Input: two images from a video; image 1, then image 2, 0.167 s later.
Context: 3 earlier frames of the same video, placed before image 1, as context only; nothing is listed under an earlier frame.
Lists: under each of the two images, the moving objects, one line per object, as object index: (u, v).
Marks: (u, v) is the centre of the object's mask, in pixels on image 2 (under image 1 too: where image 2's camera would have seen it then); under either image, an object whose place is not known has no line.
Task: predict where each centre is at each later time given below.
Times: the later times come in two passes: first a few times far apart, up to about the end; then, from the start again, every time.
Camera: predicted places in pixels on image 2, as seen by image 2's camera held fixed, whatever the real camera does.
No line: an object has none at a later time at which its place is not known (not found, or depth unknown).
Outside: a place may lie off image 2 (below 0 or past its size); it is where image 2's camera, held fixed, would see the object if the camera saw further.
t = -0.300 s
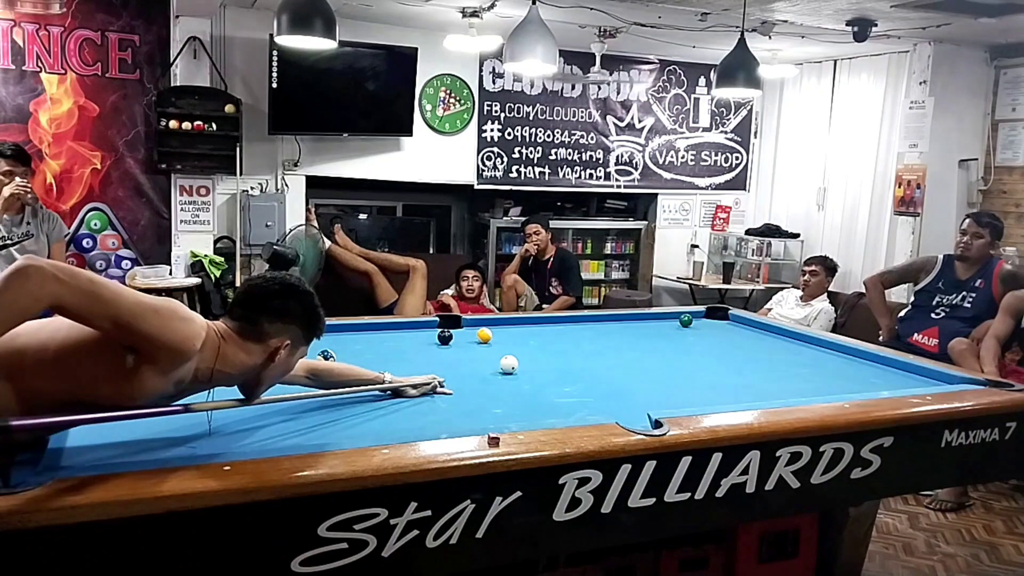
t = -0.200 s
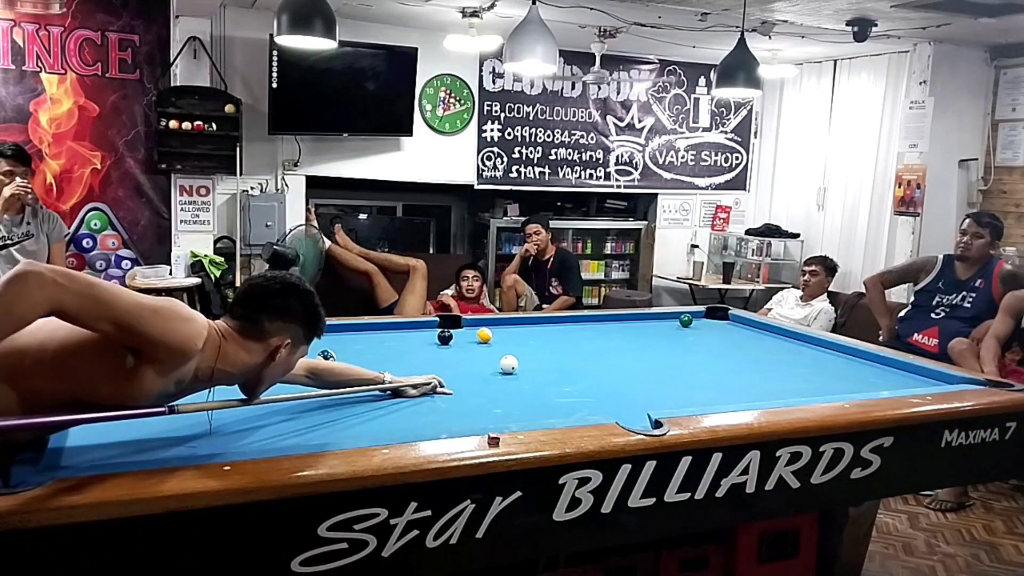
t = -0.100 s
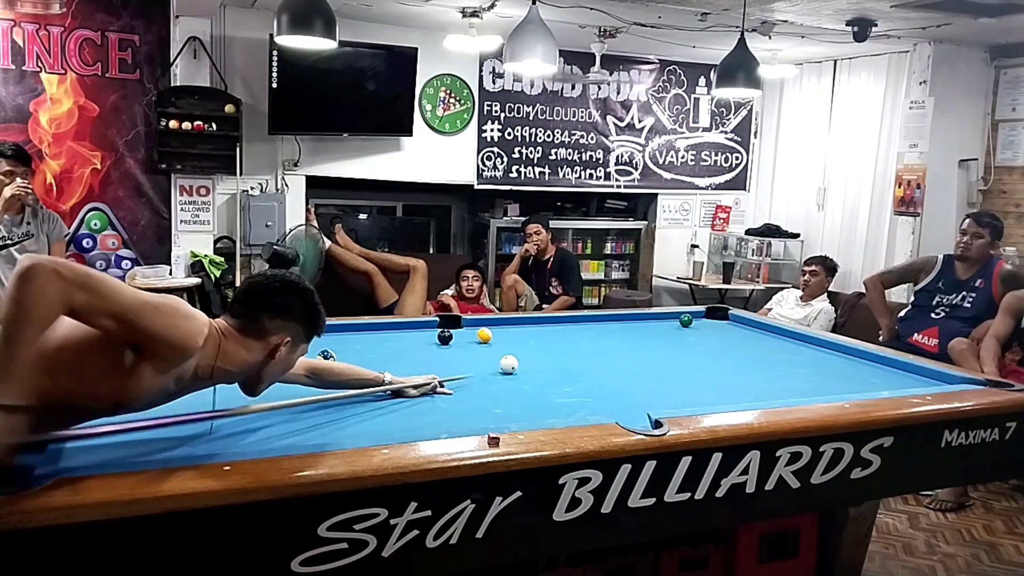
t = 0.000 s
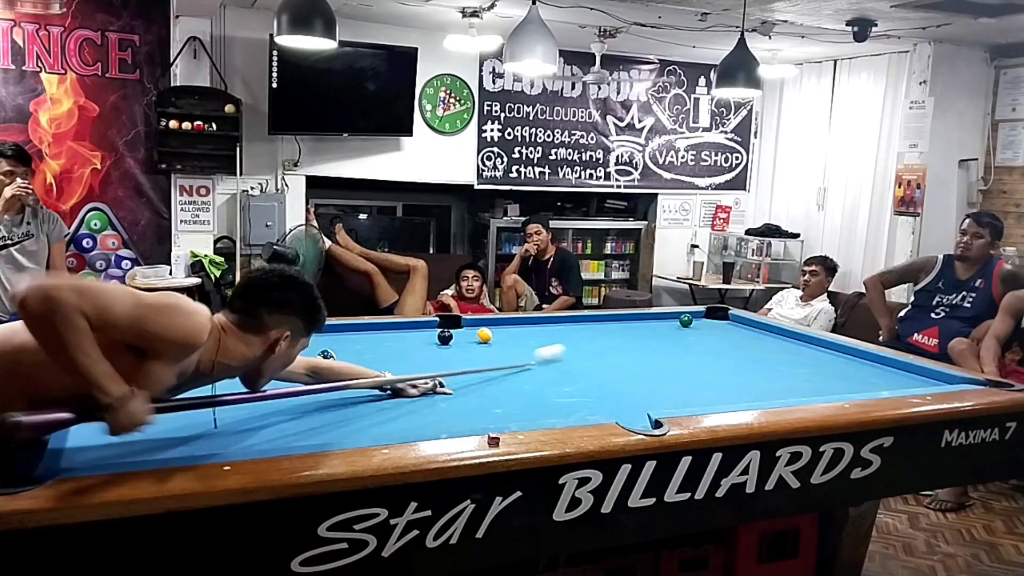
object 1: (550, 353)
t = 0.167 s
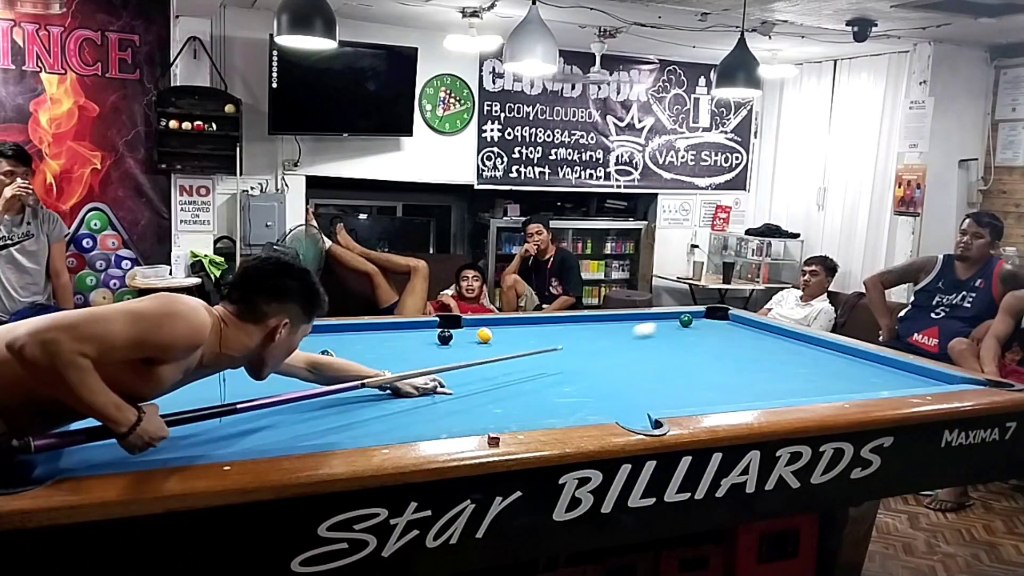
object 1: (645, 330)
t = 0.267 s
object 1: (680, 322)
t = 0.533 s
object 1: (673, 323)
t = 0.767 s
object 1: (665, 326)
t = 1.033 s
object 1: (655, 328)
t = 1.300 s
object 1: (646, 330)
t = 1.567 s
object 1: (637, 332)
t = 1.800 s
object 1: (630, 334)
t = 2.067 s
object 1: (623, 336)
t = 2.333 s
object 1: (617, 338)
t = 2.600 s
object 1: (611, 339)
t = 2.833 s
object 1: (606, 341)
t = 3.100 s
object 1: (602, 342)
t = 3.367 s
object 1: (599, 343)
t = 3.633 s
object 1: (596, 344)
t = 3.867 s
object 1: (595, 344)
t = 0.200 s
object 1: (659, 326)
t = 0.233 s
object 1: (672, 323)
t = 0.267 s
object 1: (680, 322)
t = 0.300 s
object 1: (680, 322)
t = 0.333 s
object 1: (680, 322)
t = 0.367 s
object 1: (679, 322)
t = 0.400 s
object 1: (678, 322)
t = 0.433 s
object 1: (677, 322)
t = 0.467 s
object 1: (676, 323)
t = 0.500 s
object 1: (675, 323)
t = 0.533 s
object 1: (673, 323)
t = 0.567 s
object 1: (672, 324)
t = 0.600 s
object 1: (671, 324)
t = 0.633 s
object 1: (670, 324)
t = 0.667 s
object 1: (669, 325)
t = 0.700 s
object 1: (667, 325)
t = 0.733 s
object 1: (666, 325)
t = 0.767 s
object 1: (665, 326)
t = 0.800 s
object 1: (664, 326)
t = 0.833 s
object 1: (662, 326)
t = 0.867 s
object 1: (661, 327)
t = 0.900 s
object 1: (660, 327)
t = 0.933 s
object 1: (659, 327)
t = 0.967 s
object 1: (658, 328)
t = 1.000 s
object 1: (656, 328)
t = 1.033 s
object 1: (655, 328)
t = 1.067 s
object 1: (654, 328)
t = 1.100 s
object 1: (653, 329)
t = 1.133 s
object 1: (652, 329)
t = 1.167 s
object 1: (651, 329)
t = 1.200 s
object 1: (649, 330)
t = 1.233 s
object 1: (648, 330)
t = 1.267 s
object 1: (647, 330)
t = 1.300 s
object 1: (646, 330)
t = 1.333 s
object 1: (645, 331)
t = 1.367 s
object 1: (644, 331)
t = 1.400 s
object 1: (643, 331)
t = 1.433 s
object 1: (642, 331)
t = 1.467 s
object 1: (641, 332)
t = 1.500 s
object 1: (639, 332)
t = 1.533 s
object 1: (638, 332)
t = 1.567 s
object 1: (637, 332)
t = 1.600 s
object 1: (636, 333)
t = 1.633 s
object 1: (635, 333)
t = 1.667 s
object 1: (634, 333)
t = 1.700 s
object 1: (633, 333)
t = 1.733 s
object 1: (632, 334)
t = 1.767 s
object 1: (631, 334)
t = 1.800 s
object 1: (630, 334)
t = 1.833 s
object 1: (629, 334)
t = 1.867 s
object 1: (628, 334)
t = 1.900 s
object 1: (627, 335)
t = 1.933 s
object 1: (627, 335)
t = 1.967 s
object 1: (626, 335)
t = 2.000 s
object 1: (625, 336)
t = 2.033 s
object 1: (624, 336)
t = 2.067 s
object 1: (623, 336)
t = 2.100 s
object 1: (623, 336)
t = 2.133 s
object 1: (622, 337)
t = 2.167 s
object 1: (621, 337)
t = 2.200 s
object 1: (620, 337)
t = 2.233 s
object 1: (619, 337)
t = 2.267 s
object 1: (619, 337)
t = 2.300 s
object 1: (618, 338)
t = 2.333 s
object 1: (617, 338)
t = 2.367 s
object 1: (616, 338)
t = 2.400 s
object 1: (616, 338)
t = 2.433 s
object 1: (615, 338)
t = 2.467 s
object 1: (614, 339)
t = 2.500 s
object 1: (613, 339)
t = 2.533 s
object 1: (612, 339)
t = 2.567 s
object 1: (612, 339)
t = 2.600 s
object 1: (611, 339)
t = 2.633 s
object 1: (610, 340)
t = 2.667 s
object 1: (610, 340)
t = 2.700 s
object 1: (609, 340)
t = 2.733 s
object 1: (609, 340)
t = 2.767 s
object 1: (608, 340)
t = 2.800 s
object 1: (607, 341)
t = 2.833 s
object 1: (606, 341)
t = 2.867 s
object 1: (606, 341)
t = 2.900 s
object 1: (605, 341)
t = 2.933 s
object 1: (605, 341)
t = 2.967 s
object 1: (604, 341)
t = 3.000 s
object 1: (604, 342)
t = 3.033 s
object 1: (603, 342)
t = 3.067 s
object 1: (603, 342)
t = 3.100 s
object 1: (602, 342)
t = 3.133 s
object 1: (602, 342)
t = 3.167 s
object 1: (601, 342)
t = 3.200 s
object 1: (601, 342)
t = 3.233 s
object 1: (600, 343)
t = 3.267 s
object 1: (600, 343)
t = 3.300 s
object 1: (600, 343)
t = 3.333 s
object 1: (599, 343)
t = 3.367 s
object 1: (599, 343)
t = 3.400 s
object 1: (599, 343)
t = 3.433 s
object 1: (598, 343)
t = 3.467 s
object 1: (598, 343)
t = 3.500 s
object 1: (598, 344)
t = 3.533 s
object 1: (597, 344)
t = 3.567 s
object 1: (597, 344)
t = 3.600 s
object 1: (597, 344)
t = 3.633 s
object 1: (596, 344)
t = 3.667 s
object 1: (596, 344)
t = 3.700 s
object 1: (596, 344)
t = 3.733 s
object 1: (596, 344)
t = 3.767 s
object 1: (595, 344)
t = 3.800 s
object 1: (595, 344)
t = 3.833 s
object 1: (595, 344)
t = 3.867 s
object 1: (595, 344)
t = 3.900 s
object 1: (595, 345)
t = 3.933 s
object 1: (594, 344)
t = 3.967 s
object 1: (594, 344)
